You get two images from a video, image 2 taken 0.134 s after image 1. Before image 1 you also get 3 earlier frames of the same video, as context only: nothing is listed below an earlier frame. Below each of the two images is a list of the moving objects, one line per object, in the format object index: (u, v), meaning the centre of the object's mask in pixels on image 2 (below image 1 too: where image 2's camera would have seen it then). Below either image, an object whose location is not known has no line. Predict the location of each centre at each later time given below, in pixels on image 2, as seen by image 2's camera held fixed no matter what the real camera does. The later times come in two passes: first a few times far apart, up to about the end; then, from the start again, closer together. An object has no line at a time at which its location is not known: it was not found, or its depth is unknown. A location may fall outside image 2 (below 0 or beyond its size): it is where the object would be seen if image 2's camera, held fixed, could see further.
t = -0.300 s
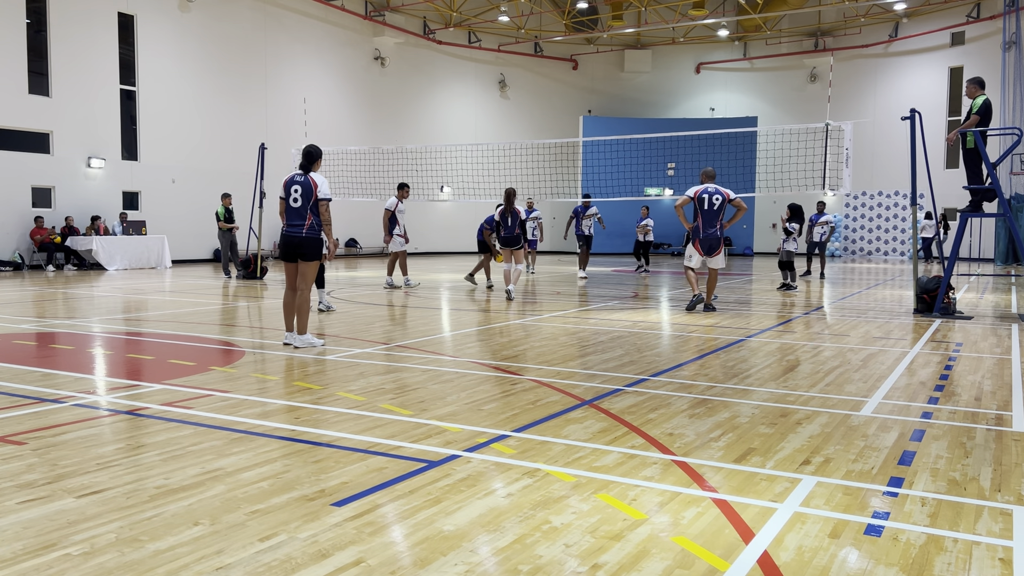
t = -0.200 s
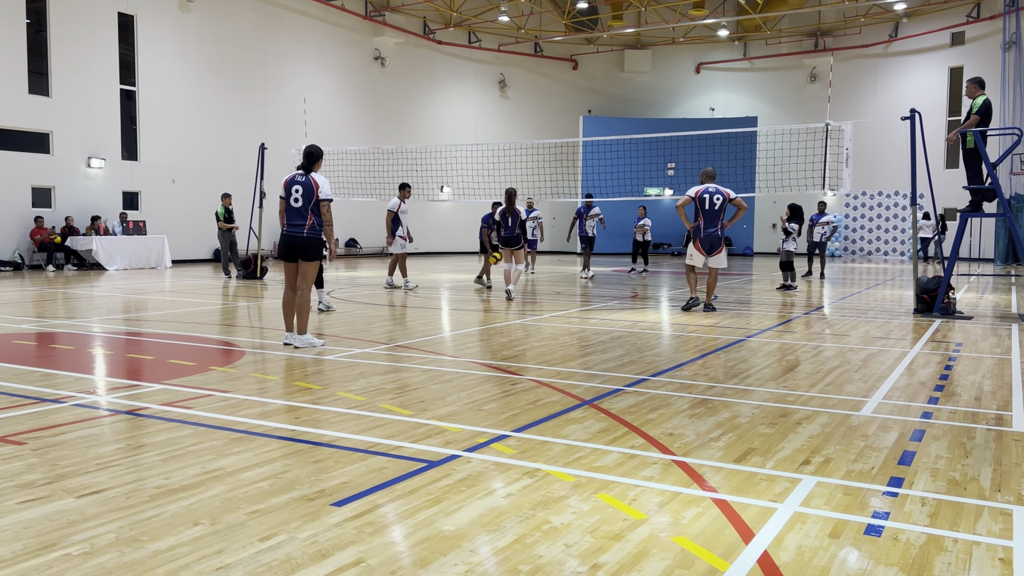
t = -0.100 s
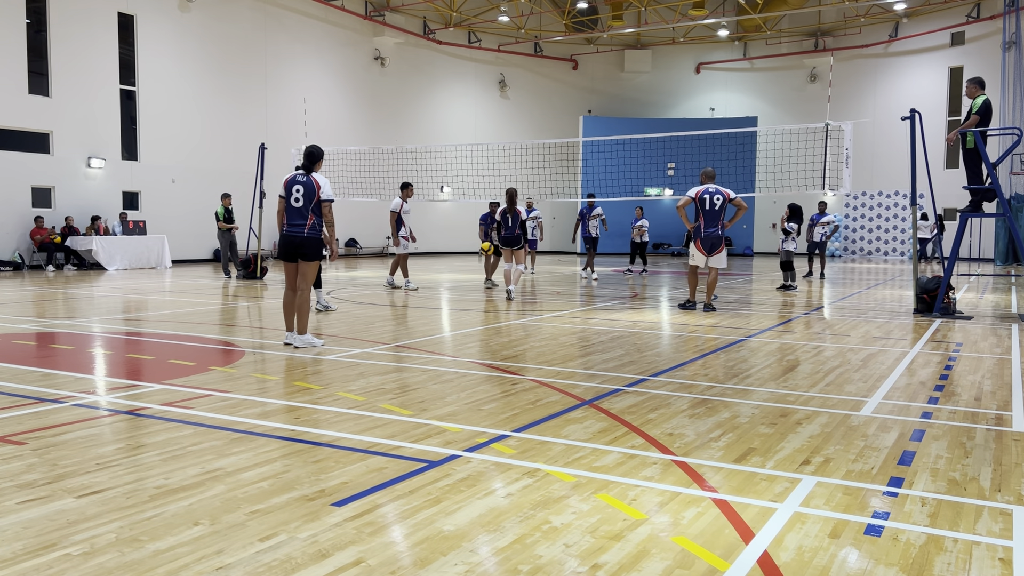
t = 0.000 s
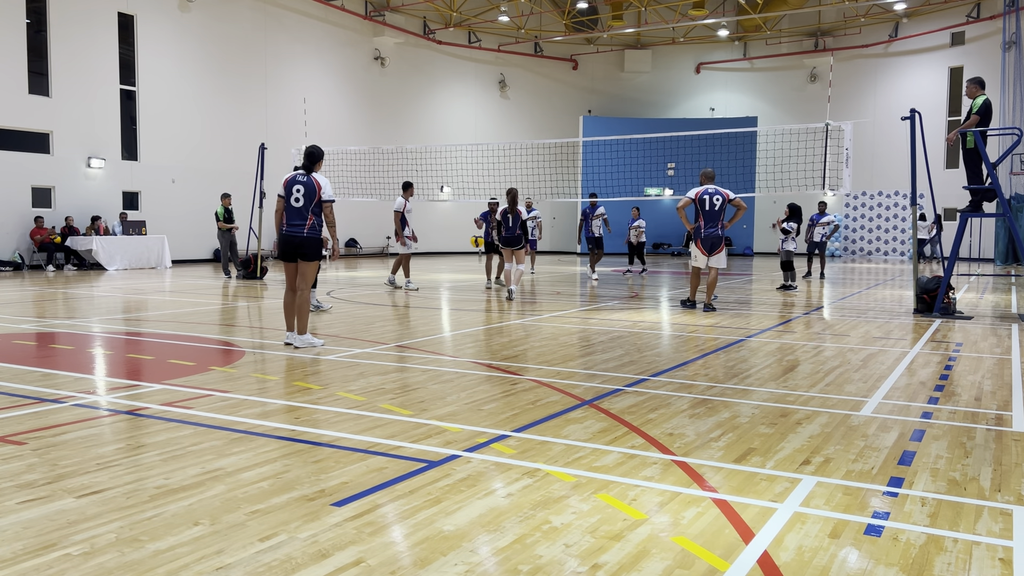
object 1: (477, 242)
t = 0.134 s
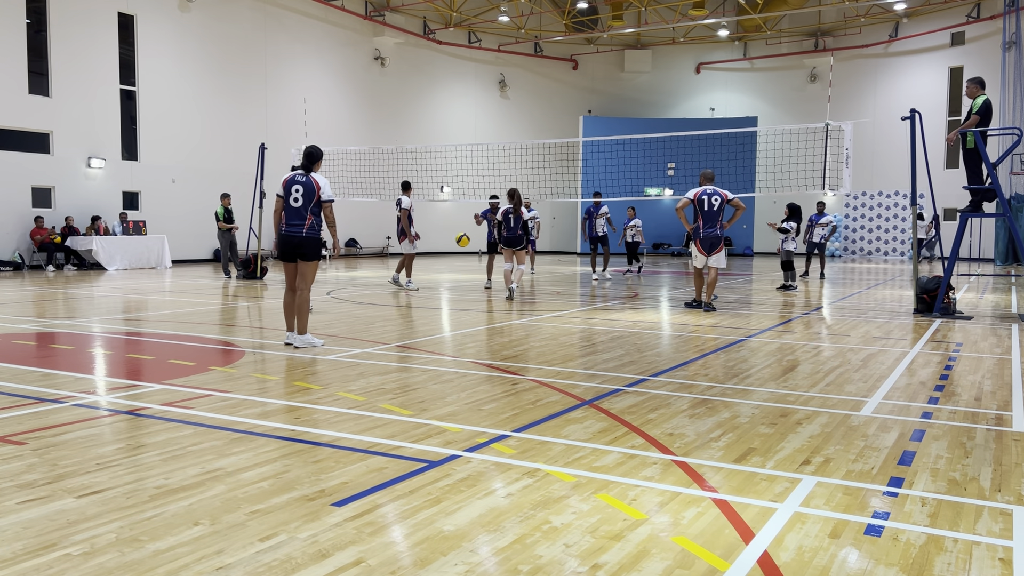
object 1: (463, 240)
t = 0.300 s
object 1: (442, 256)
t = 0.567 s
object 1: (407, 289)
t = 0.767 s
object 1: (382, 267)
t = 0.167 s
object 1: (458, 241)
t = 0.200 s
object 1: (455, 244)
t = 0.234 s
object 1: (451, 247)
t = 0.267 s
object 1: (446, 250)
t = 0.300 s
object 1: (442, 256)
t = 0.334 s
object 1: (438, 262)
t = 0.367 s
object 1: (433, 269)
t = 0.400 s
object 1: (429, 277)
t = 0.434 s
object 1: (424, 286)
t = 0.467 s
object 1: (419, 296)
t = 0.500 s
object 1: (414, 304)
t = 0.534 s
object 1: (410, 296)
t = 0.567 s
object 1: (407, 289)
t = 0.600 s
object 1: (404, 283)
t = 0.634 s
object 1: (399, 279)
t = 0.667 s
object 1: (395, 275)
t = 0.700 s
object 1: (391, 271)
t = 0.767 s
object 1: (382, 267)
